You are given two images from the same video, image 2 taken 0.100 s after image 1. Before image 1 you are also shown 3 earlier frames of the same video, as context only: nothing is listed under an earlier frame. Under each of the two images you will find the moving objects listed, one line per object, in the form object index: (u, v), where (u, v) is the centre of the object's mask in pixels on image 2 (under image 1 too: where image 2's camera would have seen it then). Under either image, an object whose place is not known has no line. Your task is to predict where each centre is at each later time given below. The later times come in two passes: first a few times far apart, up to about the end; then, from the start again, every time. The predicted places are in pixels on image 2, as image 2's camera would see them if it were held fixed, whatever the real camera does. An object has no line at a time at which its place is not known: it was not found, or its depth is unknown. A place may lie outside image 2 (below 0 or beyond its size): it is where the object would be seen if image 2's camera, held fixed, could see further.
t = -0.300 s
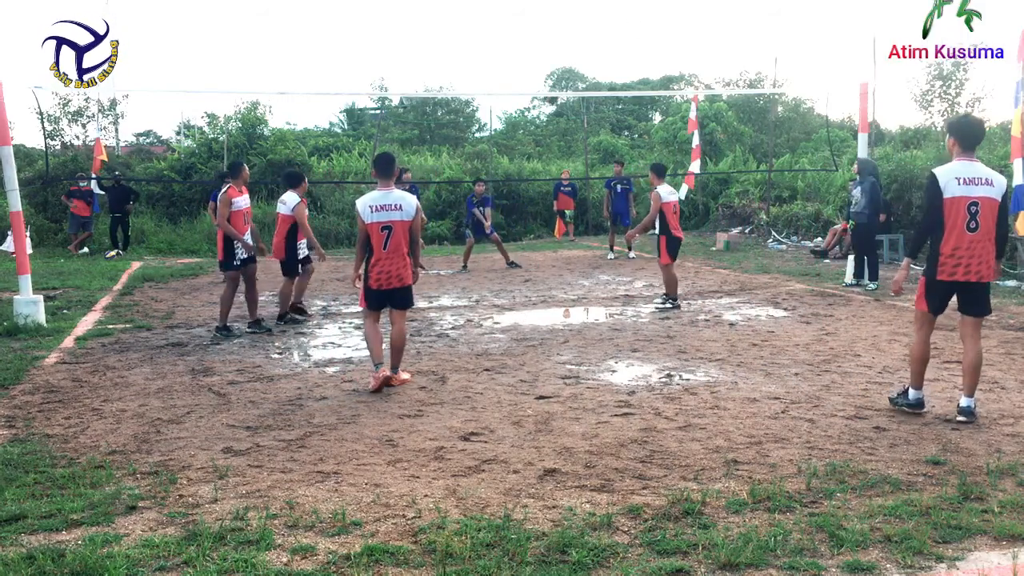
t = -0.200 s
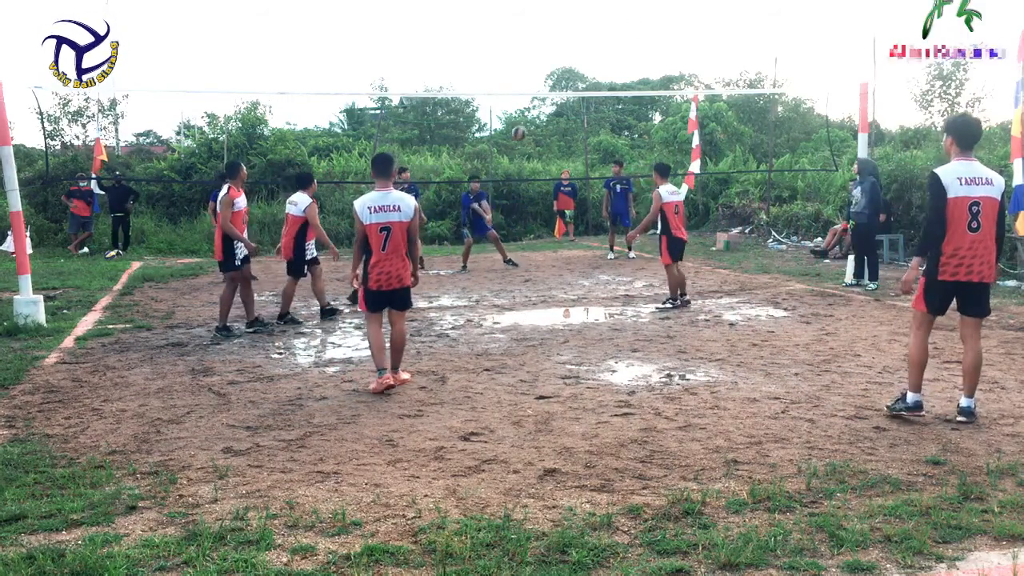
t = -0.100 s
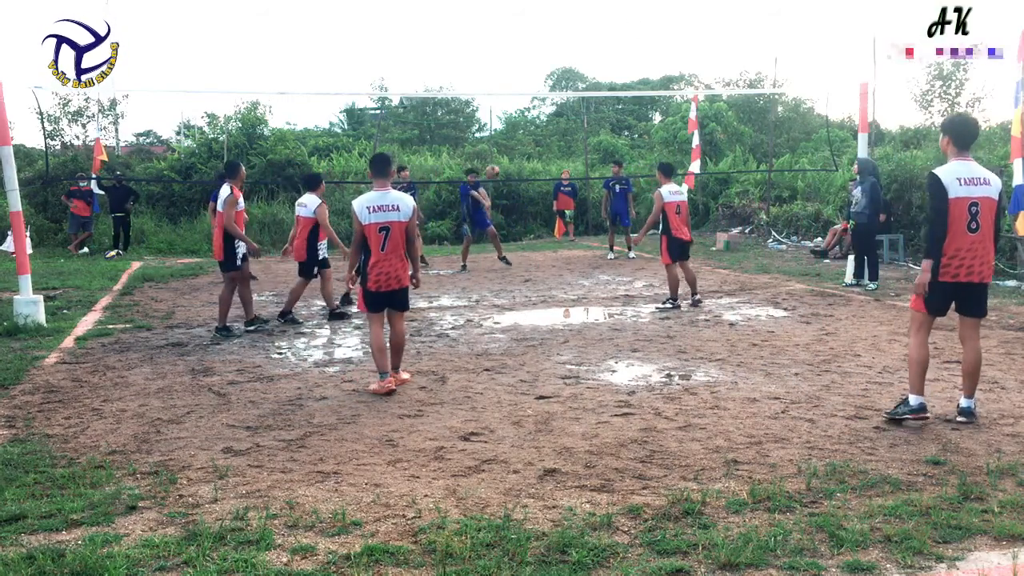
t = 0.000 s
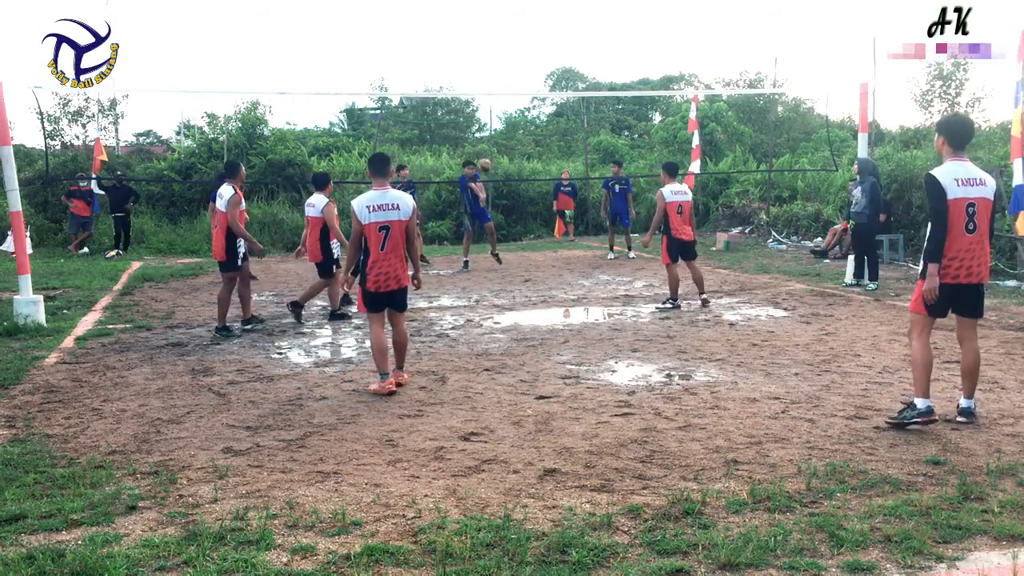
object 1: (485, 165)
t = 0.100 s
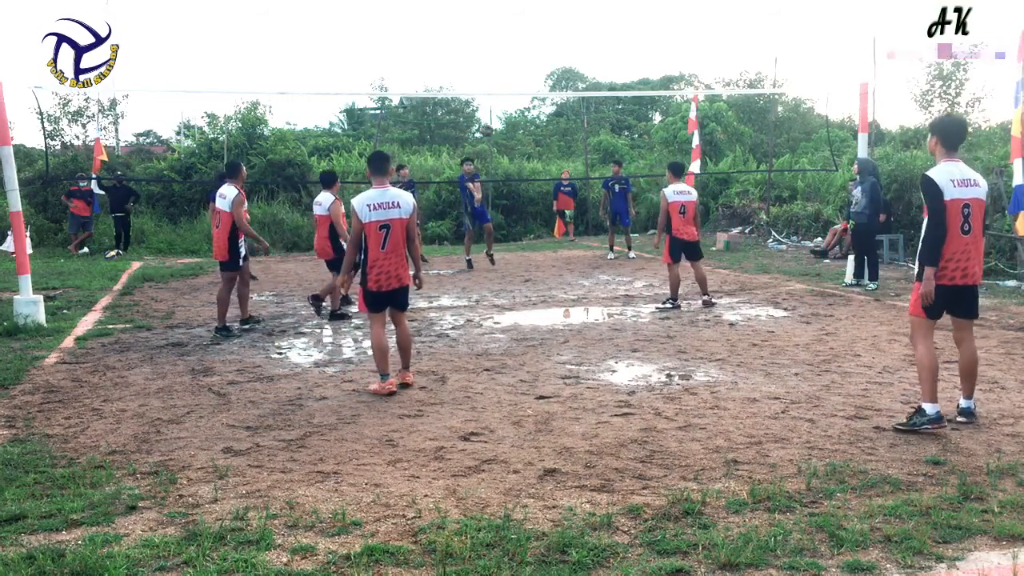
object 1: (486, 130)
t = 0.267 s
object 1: (491, 83)
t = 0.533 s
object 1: (501, 42)
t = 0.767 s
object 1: (511, 47)
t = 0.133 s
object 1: (487, 119)
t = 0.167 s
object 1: (488, 109)
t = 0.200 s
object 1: (489, 101)
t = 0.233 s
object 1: (491, 89)
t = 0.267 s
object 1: (491, 83)
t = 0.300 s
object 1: (492, 75)
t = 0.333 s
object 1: (493, 69)
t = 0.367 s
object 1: (494, 63)
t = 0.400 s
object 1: (495, 57)
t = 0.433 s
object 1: (497, 52)
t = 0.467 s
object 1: (498, 48)
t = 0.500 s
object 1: (499, 45)
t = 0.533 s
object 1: (501, 42)
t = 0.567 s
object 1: (502, 41)
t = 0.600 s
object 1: (503, 40)
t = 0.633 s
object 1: (505, 40)
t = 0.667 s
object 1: (506, 40)
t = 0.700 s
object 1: (508, 41)
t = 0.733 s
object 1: (509, 44)
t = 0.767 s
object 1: (511, 47)
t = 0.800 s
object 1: (512, 51)
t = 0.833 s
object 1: (514, 56)
